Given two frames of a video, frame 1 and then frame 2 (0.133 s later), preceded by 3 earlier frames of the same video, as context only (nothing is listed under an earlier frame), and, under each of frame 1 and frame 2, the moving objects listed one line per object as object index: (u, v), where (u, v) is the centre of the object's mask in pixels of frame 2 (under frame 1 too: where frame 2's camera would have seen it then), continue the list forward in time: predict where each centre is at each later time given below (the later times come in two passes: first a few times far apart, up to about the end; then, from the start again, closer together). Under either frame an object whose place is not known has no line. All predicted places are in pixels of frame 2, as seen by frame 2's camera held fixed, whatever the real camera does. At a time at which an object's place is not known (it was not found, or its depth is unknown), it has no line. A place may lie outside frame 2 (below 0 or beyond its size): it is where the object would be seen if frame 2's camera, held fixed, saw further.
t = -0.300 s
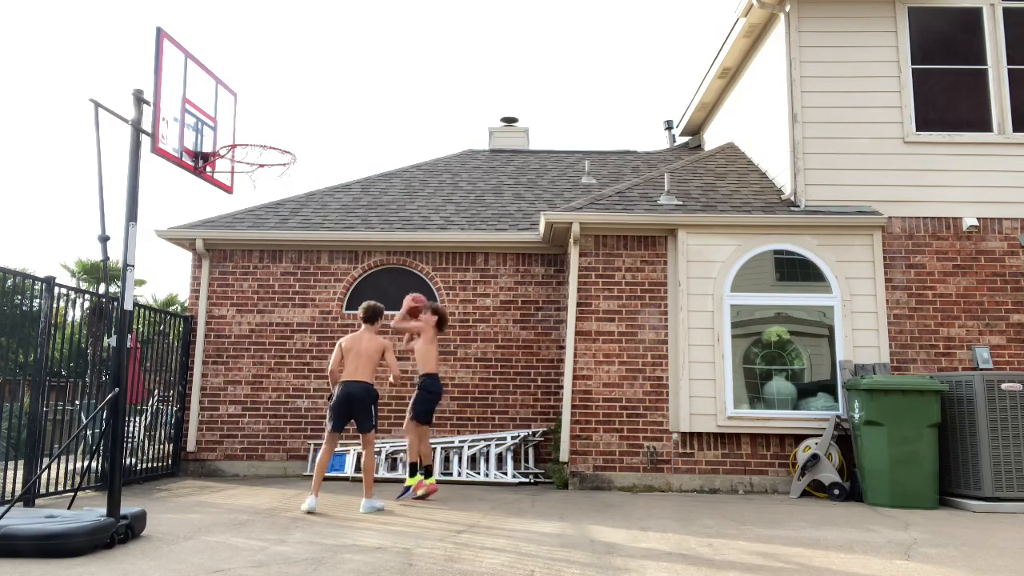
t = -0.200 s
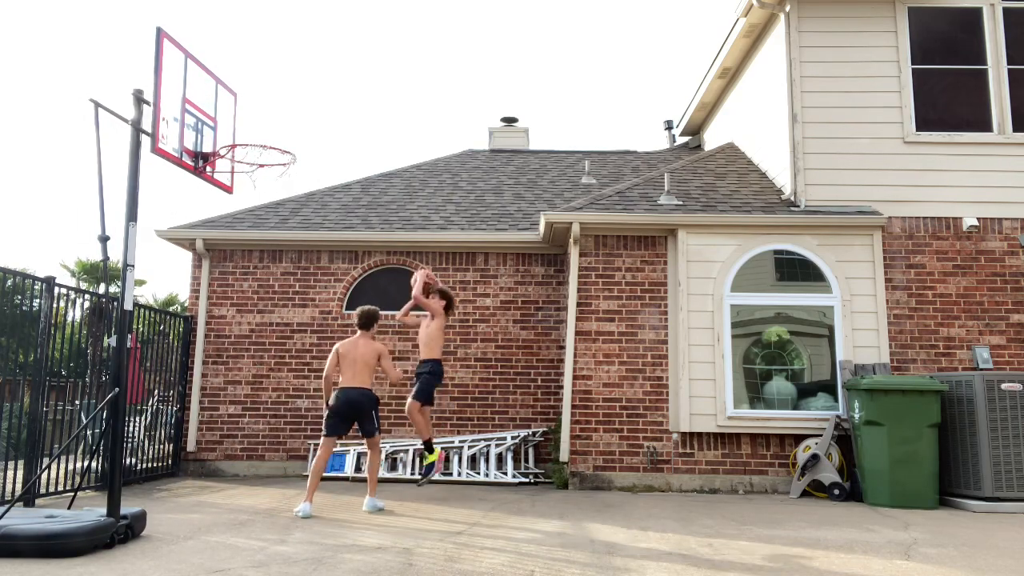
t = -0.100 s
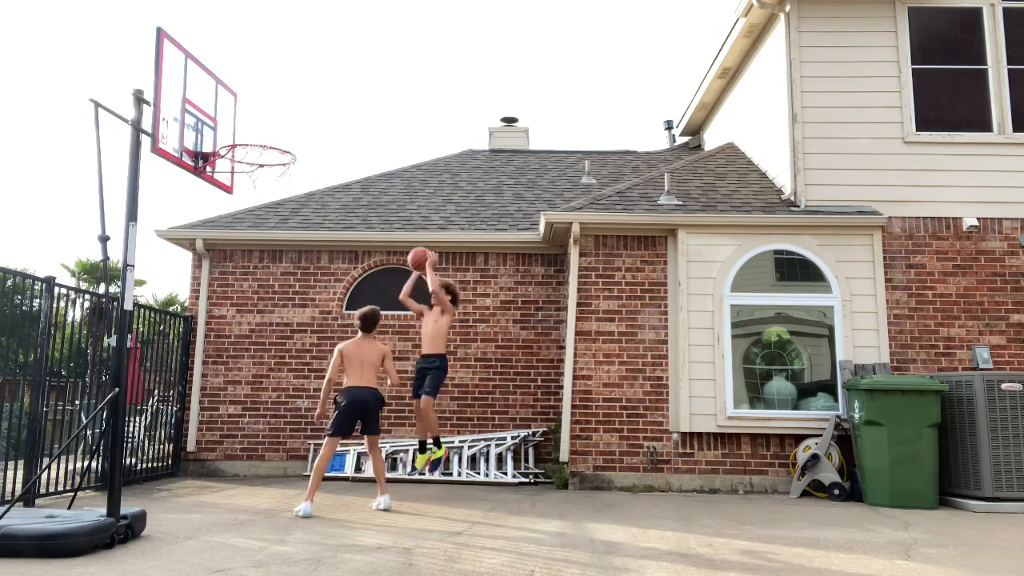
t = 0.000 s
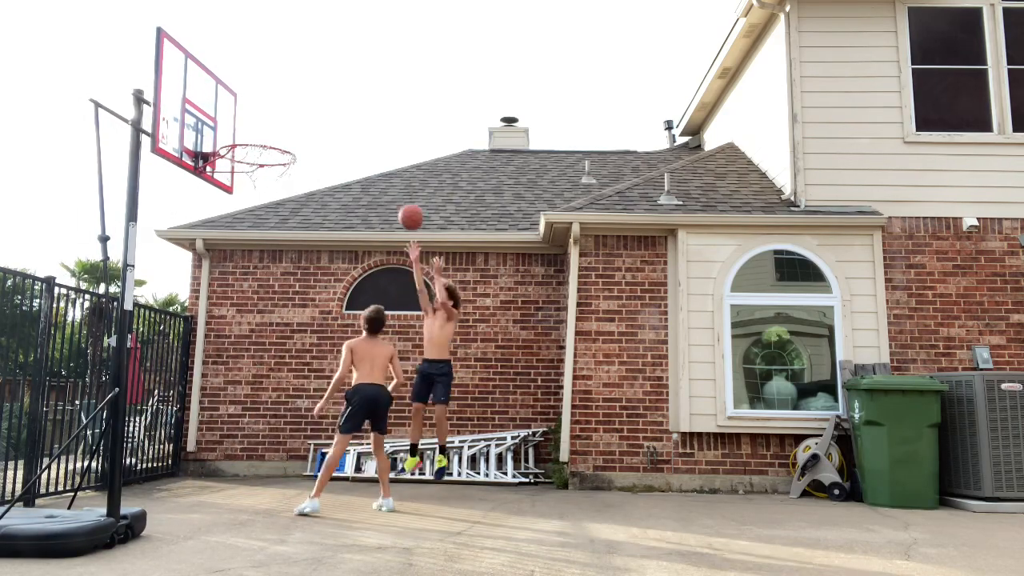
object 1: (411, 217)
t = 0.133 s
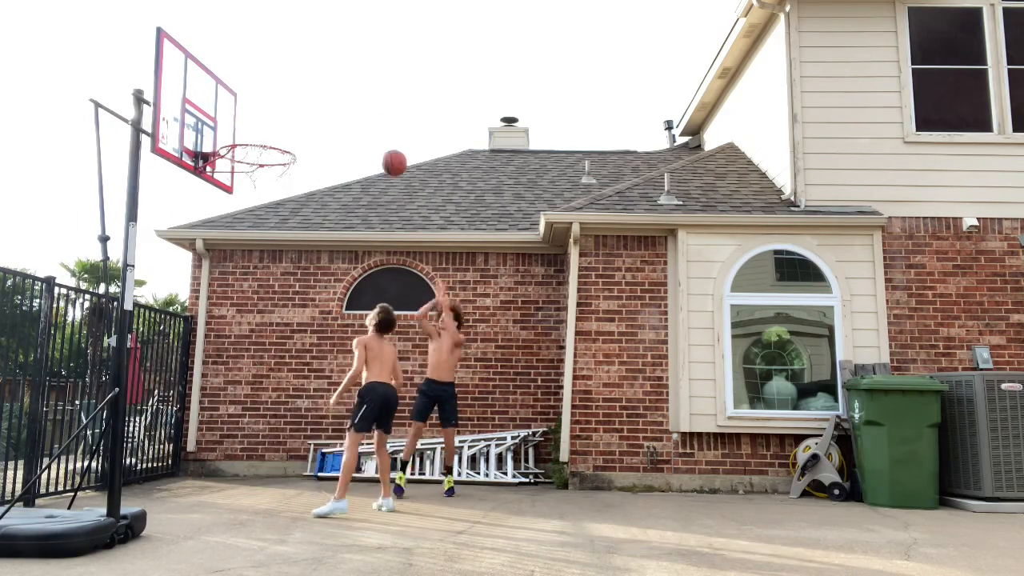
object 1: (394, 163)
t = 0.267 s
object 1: (374, 122)
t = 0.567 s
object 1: (319, 95)
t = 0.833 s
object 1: (248, 170)
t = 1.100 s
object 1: (180, 329)
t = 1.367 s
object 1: (123, 482)
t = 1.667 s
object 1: (160, 299)
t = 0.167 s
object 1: (389, 151)
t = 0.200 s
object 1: (385, 140)
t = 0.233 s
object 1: (380, 131)
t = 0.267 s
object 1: (374, 122)
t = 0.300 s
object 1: (369, 115)
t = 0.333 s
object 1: (363, 108)
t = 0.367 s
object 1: (358, 103)
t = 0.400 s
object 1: (352, 98)
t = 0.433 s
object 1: (346, 95)
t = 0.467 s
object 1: (339, 93)
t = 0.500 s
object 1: (333, 92)
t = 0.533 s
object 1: (326, 93)
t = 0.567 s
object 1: (319, 95)
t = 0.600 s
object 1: (311, 98)
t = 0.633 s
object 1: (303, 103)
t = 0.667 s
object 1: (295, 110)
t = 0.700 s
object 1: (287, 119)
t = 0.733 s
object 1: (278, 129)
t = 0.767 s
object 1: (269, 136)
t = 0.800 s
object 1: (258, 156)
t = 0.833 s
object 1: (248, 170)
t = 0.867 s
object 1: (240, 183)
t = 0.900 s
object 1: (233, 199)
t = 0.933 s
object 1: (224, 216)
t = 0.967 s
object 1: (216, 235)
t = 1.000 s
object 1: (208, 254)
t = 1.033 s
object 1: (199, 277)
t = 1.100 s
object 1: (180, 329)
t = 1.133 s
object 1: (169, 359)
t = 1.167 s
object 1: (159, 391)
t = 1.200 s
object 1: (148, 425)
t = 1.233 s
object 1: (136, 463)
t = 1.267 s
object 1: (125, 502)
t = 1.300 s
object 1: (113, 544)
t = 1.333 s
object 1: (117, 516)
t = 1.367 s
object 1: (123, 482)
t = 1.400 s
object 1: (127, 454)
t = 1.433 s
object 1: (132, 426)
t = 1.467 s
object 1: (137, 401)
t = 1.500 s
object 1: (141, 377)
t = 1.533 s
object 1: (145, 358)
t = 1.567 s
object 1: (149, 340)
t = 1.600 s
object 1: (153, 325)
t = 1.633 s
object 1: (157, 311)
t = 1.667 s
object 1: (160, 299)
